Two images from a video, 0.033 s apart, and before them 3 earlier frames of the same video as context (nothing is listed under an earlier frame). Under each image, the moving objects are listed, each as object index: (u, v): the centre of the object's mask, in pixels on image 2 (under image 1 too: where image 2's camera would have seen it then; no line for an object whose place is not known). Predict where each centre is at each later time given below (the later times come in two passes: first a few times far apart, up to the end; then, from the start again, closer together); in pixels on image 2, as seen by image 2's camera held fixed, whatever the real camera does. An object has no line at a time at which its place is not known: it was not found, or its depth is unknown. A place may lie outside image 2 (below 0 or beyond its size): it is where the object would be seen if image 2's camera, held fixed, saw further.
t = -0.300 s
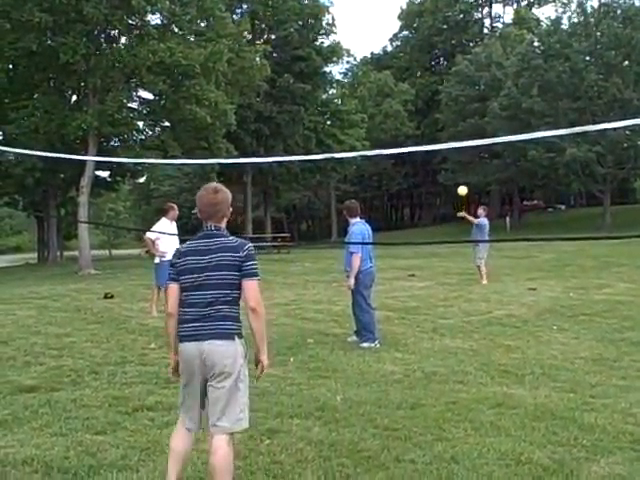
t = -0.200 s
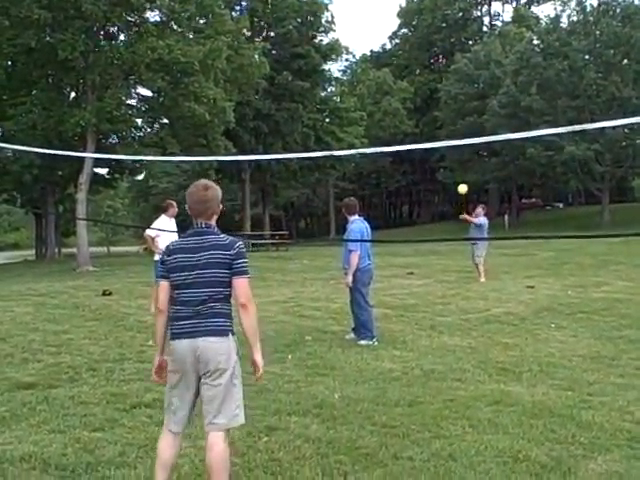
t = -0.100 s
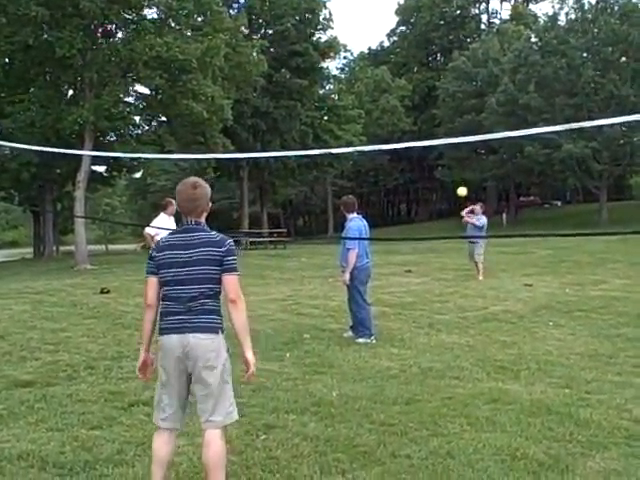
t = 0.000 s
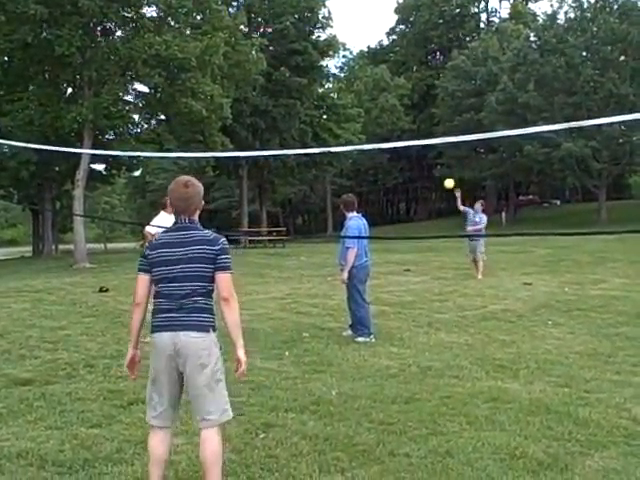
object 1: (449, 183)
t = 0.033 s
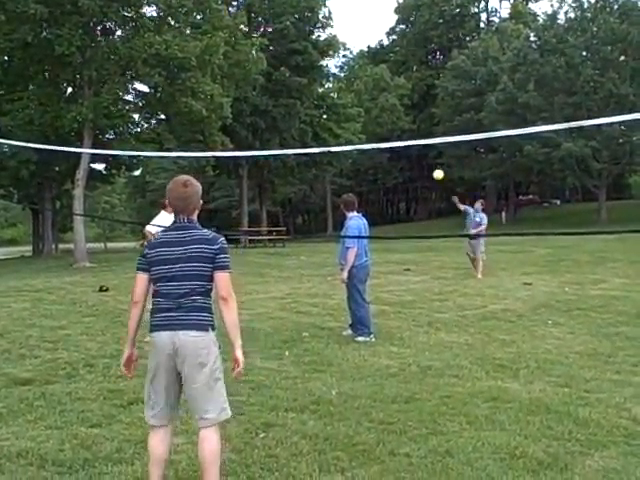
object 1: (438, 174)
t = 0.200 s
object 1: (378, 133)
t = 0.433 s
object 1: (278, 92)
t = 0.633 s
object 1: (174, 75)
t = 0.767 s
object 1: (89, 79)
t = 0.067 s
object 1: (427, 166)
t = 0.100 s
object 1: (415, 157)
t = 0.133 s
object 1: (404, 149)
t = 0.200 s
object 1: (378, 133)
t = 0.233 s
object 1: (365, 126)
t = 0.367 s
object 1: (309, 101)
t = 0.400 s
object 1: (294, 96)
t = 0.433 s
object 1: (278, 92)
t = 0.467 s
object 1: (263, 87)
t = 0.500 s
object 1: (246, 84)
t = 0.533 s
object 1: (229, 81)
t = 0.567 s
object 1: (211, 78)
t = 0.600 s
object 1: (192, 76)
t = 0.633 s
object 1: (174, 75)
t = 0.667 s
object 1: (154, 75)
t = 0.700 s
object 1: (133, 75)
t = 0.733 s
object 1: (111, 77)
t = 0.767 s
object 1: (89, 79)
